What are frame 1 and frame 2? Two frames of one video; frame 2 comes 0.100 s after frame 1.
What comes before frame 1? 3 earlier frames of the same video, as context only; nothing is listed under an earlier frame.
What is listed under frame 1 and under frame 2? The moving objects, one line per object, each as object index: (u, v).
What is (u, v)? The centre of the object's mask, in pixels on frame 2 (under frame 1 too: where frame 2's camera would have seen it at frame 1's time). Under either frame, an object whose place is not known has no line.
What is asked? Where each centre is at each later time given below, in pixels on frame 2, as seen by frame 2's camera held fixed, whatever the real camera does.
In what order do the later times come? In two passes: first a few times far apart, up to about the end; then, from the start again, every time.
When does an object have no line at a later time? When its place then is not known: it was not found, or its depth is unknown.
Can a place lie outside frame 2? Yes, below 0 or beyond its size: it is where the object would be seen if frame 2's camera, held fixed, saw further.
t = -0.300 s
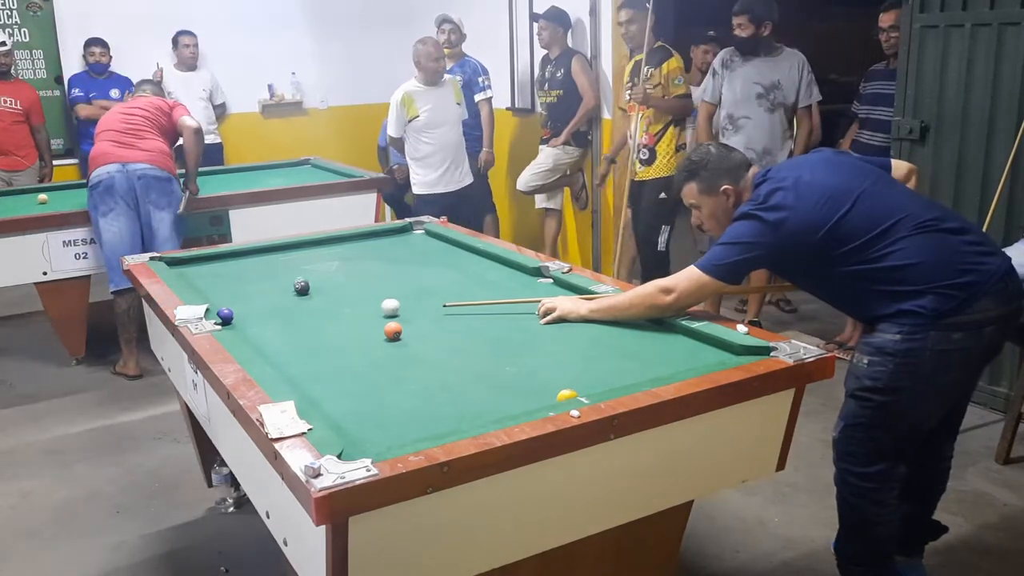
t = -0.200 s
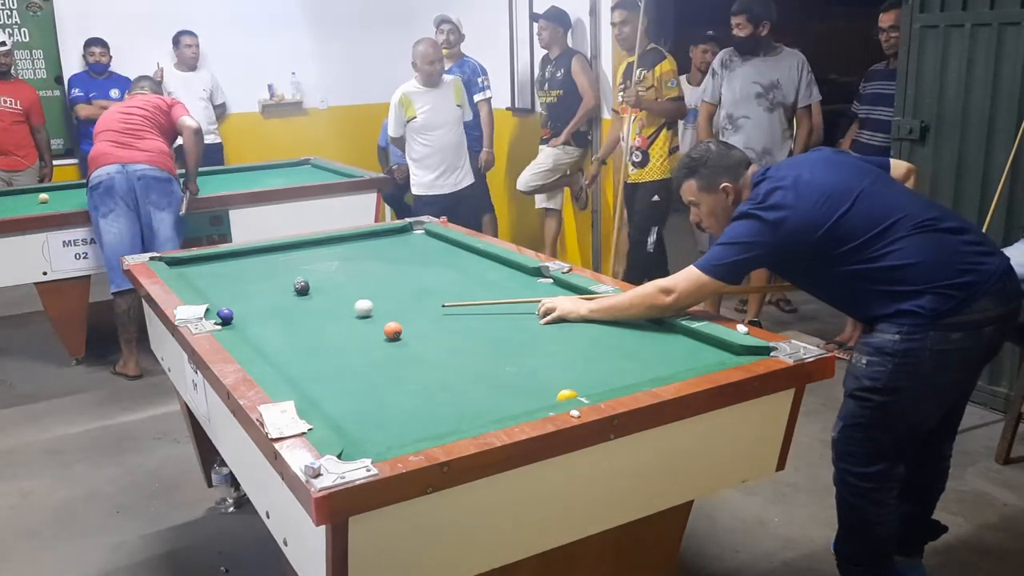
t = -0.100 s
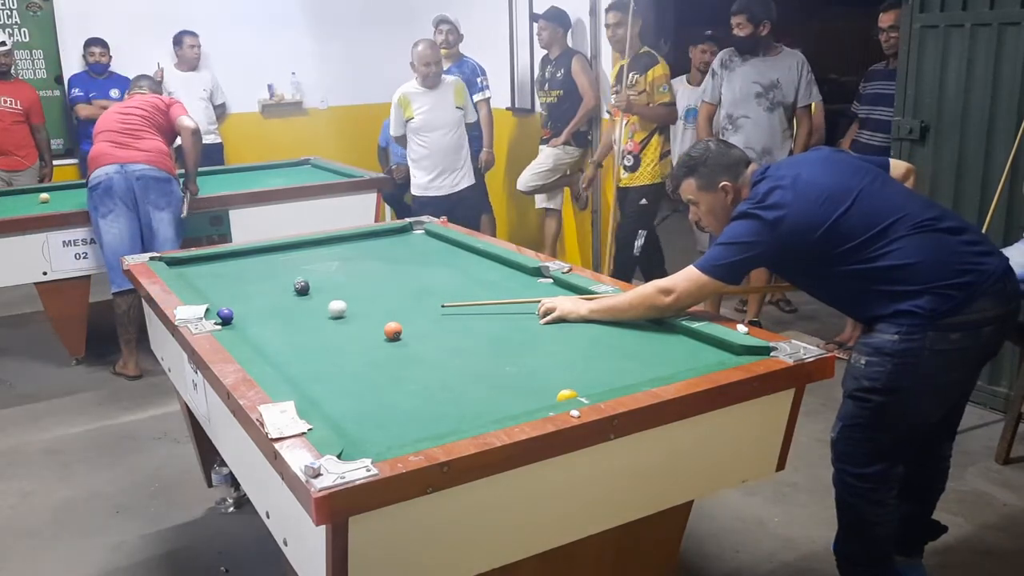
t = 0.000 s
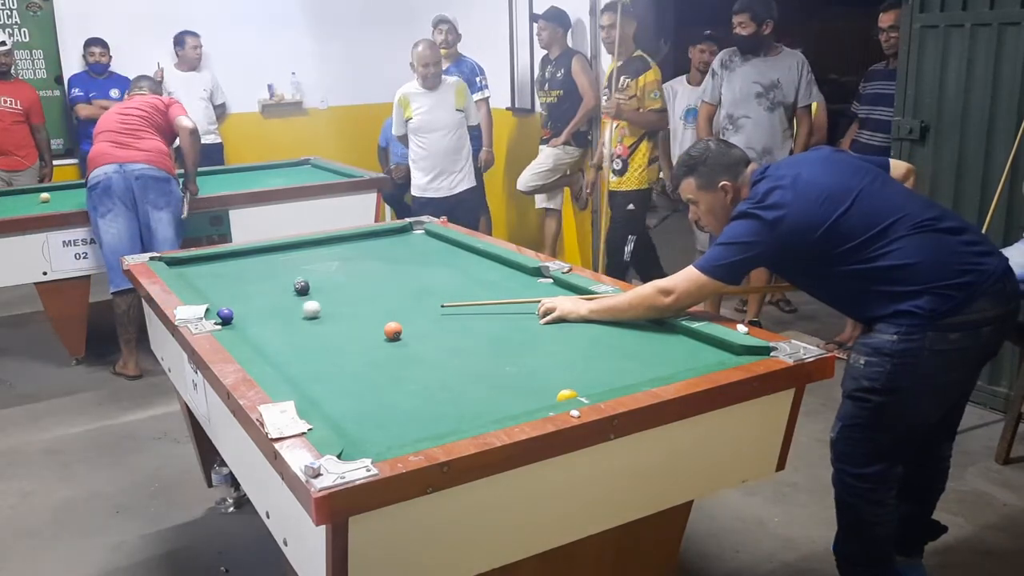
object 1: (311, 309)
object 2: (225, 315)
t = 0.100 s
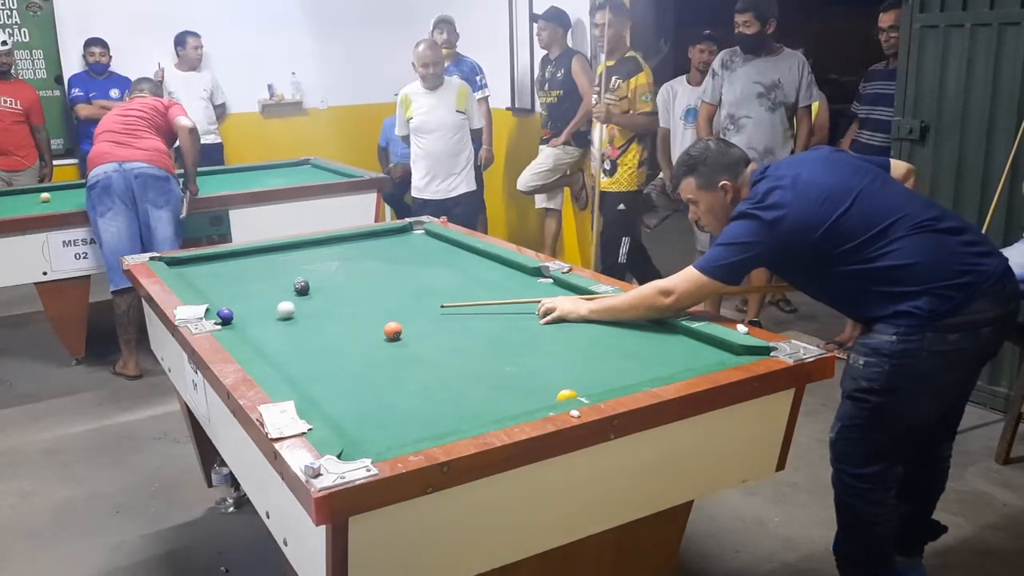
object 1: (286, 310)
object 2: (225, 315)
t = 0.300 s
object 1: (239, 311)
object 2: (224, 316)
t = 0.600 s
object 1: (214, 302)
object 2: (234, 316)
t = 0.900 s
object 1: (213, 294)
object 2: (242, 317)
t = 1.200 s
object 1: (213, 285)
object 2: (246, 316)
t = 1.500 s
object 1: (213, 279)
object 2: (246, 316)
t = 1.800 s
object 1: (212, 273)
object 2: (245, 316)
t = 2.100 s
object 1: (212, 268)
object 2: (245, 316)
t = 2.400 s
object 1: (212, 264)
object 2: (245, 316)
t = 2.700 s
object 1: (212, 261)
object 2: (245, 316)
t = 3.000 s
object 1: (213, 258)
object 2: (245, 316)
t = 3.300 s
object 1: (213, 256)
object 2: (245, 316)
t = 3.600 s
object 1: (214, 256)
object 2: (244, 316)
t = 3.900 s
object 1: (215, 257)
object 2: (245, 316)
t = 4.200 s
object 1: (214, 257)
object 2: (245, 316)
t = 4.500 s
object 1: (214, 256)
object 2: (245, 316)
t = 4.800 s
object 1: (214, 257)
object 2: (245, 316)
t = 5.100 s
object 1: (213, 257)
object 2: (245, 316)
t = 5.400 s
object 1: (213, 257)
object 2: (245, 316)
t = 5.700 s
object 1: (213, 257)
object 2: (245, 316)
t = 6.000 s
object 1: (214, 257)
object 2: (244, 316)
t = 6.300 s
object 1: (214, 257)
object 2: (245, 316)
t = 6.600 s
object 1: (213, 257)
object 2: (245, 316)
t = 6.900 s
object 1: (213, 257)
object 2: (245, 316)
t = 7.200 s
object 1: (213, 257)
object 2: (245, 316)
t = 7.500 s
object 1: (213, 257)
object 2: (245, 316)
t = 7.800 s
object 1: (213, 257)
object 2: (245, 316)
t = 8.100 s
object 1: (214, 257)
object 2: (245, 316)
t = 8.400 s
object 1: (214, 257)
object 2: (245, 316)
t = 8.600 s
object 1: (213, 257)
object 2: (245, 316)
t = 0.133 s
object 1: (277, 310)
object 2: (225, 315)
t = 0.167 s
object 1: (269, 310)
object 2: (225, 315)
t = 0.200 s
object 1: (261, 310)
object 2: (225, 315)
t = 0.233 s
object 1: (253, 310)
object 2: (225, 315)
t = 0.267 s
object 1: (245, 311)
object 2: (225, 315)
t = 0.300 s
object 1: (239, 311)
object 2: (224, 316)
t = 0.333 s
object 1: (236, 309)
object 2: (225, 316)
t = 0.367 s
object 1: (233, 306)
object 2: (227, 316)
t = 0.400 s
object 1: (228, 304)
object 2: (228, 316)
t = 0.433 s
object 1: (224, 304)
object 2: (228, 315)
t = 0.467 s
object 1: (220, 305)
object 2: (230, 316)
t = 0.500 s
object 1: (218, 305)
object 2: (232, 316)
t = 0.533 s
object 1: (215, 303)
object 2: (233, 316)
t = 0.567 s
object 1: (214, 303)
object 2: (234, 316)
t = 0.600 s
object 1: (214, 302)
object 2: (234, 316)
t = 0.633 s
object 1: (214, 301)
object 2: (235, 317)
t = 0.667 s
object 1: (213, 300)
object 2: (236, 317)
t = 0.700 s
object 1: (213, 299)
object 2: (237, 317)
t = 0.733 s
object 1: (213, 298)
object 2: (238, 317)
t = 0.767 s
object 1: (213, 297)
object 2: (239, 317)
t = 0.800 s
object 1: (213, 296)
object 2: (240, 317)
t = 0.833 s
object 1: (213, 295)
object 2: (240, 317)
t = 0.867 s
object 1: (213, 294)
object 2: (241, 317)
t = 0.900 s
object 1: (213, 294)
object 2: (242, 317)
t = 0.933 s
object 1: (212, 293)
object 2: (242, 317)
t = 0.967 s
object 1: (212, 292)
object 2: (243, 317)
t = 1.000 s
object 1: (213, 291)
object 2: (244, 317)
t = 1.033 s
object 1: (213, 290)
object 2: (244, 317)
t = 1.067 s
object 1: (212, 289)
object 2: (244, 317)
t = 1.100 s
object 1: (212, 288)
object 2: (245, 316)
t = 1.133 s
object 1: (212, 287)
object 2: (245, 316)
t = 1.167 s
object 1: (212, 286)
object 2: (246, 316)
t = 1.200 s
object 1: (213, 285)
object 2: (246, 316)
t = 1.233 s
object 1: (213, 284)
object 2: (246, 316)
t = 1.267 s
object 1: (213, 284)
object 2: (246, 316)
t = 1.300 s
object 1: (213, 283)
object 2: (246, 316)
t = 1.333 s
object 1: (213, 282)
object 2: (246, 316)
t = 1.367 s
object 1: (213, 281)
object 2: (246, 316)
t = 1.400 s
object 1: (213, 281)
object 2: (246, 316)
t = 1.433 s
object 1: (212, 280)
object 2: (246, 316)
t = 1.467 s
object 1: (213, 279)
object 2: (246, 316)
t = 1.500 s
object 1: (213, 279)
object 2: (246, 316)
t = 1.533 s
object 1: (212, 278)
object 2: (246, 316)
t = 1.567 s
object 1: (212, 277)
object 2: (246, 316)
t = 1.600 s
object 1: (212, 277)
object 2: (246, 316)
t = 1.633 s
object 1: (212, 276)
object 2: (246, 316)
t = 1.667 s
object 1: (212, 275)
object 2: (245, 316)
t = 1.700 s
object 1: (212, 275)
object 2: (245, 316)
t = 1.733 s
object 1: (212, 274)
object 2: (245, 316)
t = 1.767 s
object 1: (213, 273)
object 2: (245, 316)
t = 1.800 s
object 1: (212, 273)
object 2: (245, 316)
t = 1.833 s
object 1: (212, 272)
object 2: (245, 316)
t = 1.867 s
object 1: (212, 272)
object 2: (245, 316)
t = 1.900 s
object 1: (212, 271)
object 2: (245, 316)
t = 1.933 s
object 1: (212, 271)
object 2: (245, 316)
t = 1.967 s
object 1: (212, 270)
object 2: (245, 316)
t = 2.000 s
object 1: (212, 270)
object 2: (245, 316)
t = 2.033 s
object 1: (212, 269)
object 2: (245, 316)
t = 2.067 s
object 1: (212, 269)
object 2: (245, 316)
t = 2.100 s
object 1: (212, 268)
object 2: (245, 316)
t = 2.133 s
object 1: (212, 268)
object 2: (245, 316)
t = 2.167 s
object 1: (212, 267)
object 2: (245, 316)
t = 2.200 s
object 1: (212, 267)
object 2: (245, 316)
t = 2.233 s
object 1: (212, 266)
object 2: (245, 316)
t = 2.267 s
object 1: (212, 266)
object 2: (245, 316)
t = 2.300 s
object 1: (212, 265)
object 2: (245, 316)
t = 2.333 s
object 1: (212, 265)
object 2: (245, 316)
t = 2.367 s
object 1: (212, 264)
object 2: (245, 316)
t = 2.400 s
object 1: (212, 264)
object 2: (245, 316)
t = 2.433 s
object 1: (212, 264)
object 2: (245, 316)
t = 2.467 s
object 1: (212, 263)
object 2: (245, 316)
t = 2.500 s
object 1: (212, 263)
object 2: (245, 316)
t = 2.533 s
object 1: (212, 263)
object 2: (245, 316)
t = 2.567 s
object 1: (212, 262)
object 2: (245, 316)
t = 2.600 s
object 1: (212, 262)
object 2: (245, 316)
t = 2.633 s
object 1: (212, 262)
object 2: (245, 316)
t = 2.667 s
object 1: (212, 261)
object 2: (245, 316)
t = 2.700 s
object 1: (212, 261)
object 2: (245, 316)
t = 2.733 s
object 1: (212, 260)
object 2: (245, 316)
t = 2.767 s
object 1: (212, 260)
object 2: (245, 316)
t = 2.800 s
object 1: (212, 260)
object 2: (245, 316)
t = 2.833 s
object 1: (212, 260)
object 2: (245, 316)
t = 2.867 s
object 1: (212, 259)
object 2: (245, 316)
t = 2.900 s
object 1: (212, 259)
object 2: (245, 317)
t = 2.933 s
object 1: (212, 259)
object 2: (245, 316)
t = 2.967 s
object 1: (213, 258)
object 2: (245, 316)
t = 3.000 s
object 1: (213, 258)
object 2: (245, 316)
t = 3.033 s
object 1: (213, 258)
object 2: (245, 316)
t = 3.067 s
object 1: (213, 257)
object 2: (245, 316)
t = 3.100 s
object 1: (213, 257)
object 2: (245, 316)
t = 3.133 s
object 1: (213, 257)
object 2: (245, 316)
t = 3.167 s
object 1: (213, 257)
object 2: (245, 316)
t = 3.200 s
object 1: (213, 256)
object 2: (245, 316)
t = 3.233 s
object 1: (213, 256)
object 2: (245, 316)
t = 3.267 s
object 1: (213, 256)
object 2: (245, 316)
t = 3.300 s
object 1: (213, 256)
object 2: (245, 316)
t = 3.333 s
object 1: (213, 256)
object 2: (245, 316)
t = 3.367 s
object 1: (213, 256)
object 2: (245, 316)
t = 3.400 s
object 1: (213, 256)
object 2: (244, 316)
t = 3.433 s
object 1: (213, 256)
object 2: (244, 316)
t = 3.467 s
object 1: (213, 256)
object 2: (244, 316)
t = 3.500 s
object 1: (213, 256)
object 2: (244, 316)
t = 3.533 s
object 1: (214, 256)
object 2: (244, 316)
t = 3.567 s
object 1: (214, 256)
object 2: (244, 316)
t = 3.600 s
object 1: (214, 256)
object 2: (244, 316)
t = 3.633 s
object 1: (214, 256)
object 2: (244, 316)
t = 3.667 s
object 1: (214, 256)
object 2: (244, 316)
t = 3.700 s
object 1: (214, 256)
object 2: (244, 316)
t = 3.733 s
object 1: (214, 256)
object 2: (244, 316)
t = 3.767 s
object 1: (214, 256)
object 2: (244, 316)
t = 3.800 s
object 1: (214, 256)
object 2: (244, 316)
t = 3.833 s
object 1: (214, 256)
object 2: (244, 316)
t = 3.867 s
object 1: (215, 256)
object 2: (244, 316)
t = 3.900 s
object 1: (215, 257)
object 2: (245, 316)
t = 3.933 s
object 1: (215, 257)
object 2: (245, 316)
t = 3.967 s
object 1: (215, 257)
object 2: (245, 316)
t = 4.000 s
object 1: (215, 257)
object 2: (245, 316)
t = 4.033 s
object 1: (215, 257)
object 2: (245, 316)
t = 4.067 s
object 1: (215, 257)
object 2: (245, 316)
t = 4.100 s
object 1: (215, 257)
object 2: (245, 316)
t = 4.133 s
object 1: (215, 257)
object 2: (245, 316)
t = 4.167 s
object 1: (215, 257)
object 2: (245, 316)
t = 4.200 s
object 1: (214, 257)
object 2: (245, 316)
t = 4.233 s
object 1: (214, 257)
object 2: (245, 316)
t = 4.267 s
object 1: (214, 257)
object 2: (245, 316)
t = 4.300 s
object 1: (214, 257)
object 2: (245, 316)
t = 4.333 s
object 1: (214, 257)
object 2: (245, 316)
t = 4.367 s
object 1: (214, 257)
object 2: (245, 316)
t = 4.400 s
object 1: (214, 257)
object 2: (245, 316)
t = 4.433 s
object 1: (214, 256)
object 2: (245, 316)
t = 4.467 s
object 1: (214, 256)
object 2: (245, 316)
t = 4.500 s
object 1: (214, 256)
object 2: (245, 316)
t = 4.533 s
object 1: (214, 256)
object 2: (245, 316)
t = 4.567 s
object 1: (214, 257)
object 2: (245, 316)
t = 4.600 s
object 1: (214, 256)
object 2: (245, 316)
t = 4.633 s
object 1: (214, 256)
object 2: (245, 316)
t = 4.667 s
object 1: (214, 256)
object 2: (245, 316)
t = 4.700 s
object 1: (214, 256)
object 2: (245, 316)
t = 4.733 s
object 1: (214, 256)
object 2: (245, 316)
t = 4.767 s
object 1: (214, 257)
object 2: (245, 316)
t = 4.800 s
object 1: (214, 257)
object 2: (245, 316)
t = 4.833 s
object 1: (214, 257)
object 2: (245, 316)
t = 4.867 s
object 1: (214, 257)
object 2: (245, 316)
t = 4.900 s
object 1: (214, 257)
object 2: (245, 316)
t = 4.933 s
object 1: (214, 257)
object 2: (245, 316)
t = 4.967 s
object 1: (214, 257)
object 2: (245, 316)
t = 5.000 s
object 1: (214, 257)
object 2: (245, 316)
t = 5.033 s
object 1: (214, 257)
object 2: (245, 316)
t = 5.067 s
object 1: (214, 257)
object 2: (245, 316)
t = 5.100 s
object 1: (213, 257)
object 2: (245, 316)
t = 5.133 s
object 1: (213, 257)
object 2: (245, 316)
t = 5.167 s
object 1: (213, 257)
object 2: (245, 316)
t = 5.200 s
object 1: (213, 257)
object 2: (245, 316)
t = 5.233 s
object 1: (213, 257)
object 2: (245, 316)
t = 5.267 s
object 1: (213, 257)
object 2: (245, 316)
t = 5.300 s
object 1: (213, 257)
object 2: (245, 316)
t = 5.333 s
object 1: (213, 257)
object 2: (245, 316)
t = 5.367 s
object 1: (214, 257)
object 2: (245, 316)
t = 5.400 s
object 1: (213, 257)
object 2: (245, 316)
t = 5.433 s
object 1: (213, 257)
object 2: (245, 316)
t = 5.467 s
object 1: (213, 257)
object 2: (245, 316)
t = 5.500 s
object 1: (213, 257)
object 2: (245, 316)
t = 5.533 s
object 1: (213, 257)
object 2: (245, 316)
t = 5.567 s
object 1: (213, 257)
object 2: (245, 316)
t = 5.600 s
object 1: (213, 257)
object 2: (245, 316)
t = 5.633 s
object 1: (213, 257)
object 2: (245, 316)
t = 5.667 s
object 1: (213, 257)
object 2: (245, 316)
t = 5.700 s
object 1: (213, 257)
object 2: (245, 316)
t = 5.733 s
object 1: (213, 257)
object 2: (245, 316)
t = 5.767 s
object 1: (213, 257)
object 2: (245, 316)
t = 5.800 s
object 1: (213, 257)
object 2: (245, 316)
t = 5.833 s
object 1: (213, 257)
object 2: (245, 316)
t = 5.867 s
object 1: (213, 257)
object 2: (245, 316)
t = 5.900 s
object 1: (214, 257)
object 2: (245, 316)
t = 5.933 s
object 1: (214, 257)
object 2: (245, 316)
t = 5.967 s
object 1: (214, 257)
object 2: (245, 316)
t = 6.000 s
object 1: (214, 257)
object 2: (244, 316)
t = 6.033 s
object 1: (214, 257)
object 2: (244, 316)
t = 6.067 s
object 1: (214, 257)
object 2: (245, 316)
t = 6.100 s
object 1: (214, 257)
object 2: (245, 316)
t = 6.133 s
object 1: (213, 257)
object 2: (245, 316)
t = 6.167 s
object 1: (213, 257)
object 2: (245, 316)
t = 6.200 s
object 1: (214, 257)
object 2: (245, 316)
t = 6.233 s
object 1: (214, 257)
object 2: (245, 316)
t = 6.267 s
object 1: (214, 257)
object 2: (245, 316)
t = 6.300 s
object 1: (214, 257)
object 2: (245, 316)
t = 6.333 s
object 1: (213, 257)
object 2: (245, 316)
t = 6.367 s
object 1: (213, 257)
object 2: (245, 316)
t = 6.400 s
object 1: (213, 257)
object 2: (245, 316)
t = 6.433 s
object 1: (213, 257)
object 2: (245, 316)
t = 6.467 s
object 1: (213, 257)
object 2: (245, 316)
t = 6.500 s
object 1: (213, 257)
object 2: (245, 316)
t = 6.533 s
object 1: (213, 257)
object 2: (245, 316)
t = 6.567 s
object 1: (213, 257)
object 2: (245, 316)
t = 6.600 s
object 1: (213, 257)
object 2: (245, 316)
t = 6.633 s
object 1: (213, 257)
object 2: (245, 316)
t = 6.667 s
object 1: (213, 257)
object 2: (245, 316)
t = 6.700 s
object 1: (213, 257)
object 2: (245, 316)
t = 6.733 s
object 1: (213, 257)
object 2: (245, 316)
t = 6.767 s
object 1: (213, 257)
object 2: (245, 316)
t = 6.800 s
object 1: (213, 257)
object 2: (245, 316)
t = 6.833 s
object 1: (213, 257)
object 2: (245, 316)
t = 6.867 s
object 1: (213, 257)
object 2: (245, 316)
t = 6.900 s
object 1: (213, 257)
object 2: (245, 316)
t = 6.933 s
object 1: (213, 257)
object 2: (245, 316)
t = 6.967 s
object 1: (213, 257)
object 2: (245, 316)
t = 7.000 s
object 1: (213, 257)
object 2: (245, 316)
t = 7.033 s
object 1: (213, 257)
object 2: (245, 316)
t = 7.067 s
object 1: (213, 257)
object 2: (245, 316)
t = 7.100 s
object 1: (213, 257)
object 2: (245, 316)
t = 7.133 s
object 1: (213, 257)
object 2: (245, 316)
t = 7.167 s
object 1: (213, 257)
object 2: (245, 316)
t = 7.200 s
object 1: (213, 257)
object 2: (245, 316)
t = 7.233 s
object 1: (213, 257)
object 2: (245, 316)
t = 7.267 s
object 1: (213, 257)
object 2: (245, 316)
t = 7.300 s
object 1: (213, 257)
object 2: (245, 316)
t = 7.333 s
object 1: (213, 257)
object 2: (245, 316)
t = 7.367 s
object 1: (213, 257)
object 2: (245, 316)
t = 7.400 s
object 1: (213, 257)
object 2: (245, 316)
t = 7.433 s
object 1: (213, 257)
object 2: (245, 316)
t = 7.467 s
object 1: (213, 257)
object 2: (245, 316)
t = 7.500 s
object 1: (213, 257)
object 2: (245, 316)
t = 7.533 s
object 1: (213, 257)
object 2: (245, 316)
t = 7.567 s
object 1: (213, 257)
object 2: (245, 316)
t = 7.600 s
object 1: (213, 257)
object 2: (245, 316)
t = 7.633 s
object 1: (213, 257)
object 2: (245, 316)
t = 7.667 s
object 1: (213, 257)
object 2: (245, 316)
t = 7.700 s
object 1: (212, 257)
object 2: (245, 317)
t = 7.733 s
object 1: (213, 257)
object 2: (245, 316)
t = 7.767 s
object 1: (213, 257)
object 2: (245, 316)
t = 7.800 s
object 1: (213, 257)
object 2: (245, 316)
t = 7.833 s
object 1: (214, 257)
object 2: (245, 316)
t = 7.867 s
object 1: (214, 257)
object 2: (245, 316)
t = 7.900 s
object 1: (214, 257)
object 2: (245, 316)
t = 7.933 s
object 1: (214, 257)
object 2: (245, 316)
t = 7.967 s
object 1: (214, 257)
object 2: (245, 316)
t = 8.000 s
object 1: (214, 257)
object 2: (245, 316)
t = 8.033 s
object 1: (214, 257)
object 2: (245, 316)
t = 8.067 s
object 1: (214, 257)
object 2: (245, 316)
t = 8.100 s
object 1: (214, 257)
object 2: (245, 316)
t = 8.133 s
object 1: (214, 257)
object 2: (245, 316)
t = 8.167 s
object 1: (214, 257)
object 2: (245, 316)
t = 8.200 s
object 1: (214, 257)
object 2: (245, 316)
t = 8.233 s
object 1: (214, 257)
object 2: (245, 316)
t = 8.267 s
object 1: (214, 257)
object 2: (245, 316)
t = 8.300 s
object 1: (214, 257)
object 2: (245, 316)
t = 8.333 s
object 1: (214, 257)
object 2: (245, 316)
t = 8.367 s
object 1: (214, 257)
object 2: (245, 316)
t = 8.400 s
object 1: (214, 257)
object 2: (245, 316)
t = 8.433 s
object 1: (214, 257)
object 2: (245, 316)
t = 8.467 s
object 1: (214, 257)
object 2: (245, 316)
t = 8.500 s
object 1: (214, 257)
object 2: (245, 316)
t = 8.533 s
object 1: (214, 257)
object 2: (245, 316)
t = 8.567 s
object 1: (213, 257)
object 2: (245, 316)
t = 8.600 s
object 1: (213, 257)
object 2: (245, 316)
